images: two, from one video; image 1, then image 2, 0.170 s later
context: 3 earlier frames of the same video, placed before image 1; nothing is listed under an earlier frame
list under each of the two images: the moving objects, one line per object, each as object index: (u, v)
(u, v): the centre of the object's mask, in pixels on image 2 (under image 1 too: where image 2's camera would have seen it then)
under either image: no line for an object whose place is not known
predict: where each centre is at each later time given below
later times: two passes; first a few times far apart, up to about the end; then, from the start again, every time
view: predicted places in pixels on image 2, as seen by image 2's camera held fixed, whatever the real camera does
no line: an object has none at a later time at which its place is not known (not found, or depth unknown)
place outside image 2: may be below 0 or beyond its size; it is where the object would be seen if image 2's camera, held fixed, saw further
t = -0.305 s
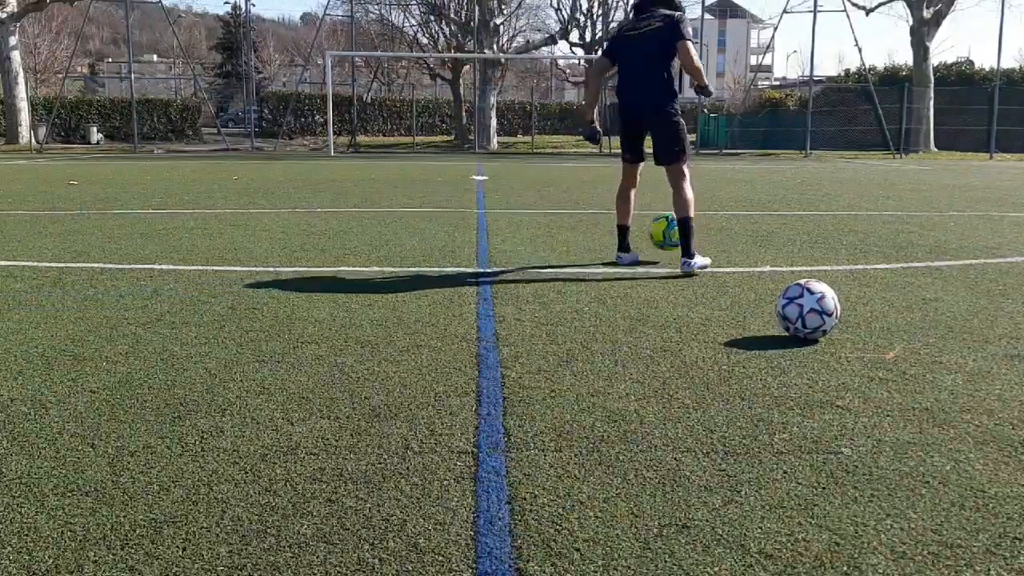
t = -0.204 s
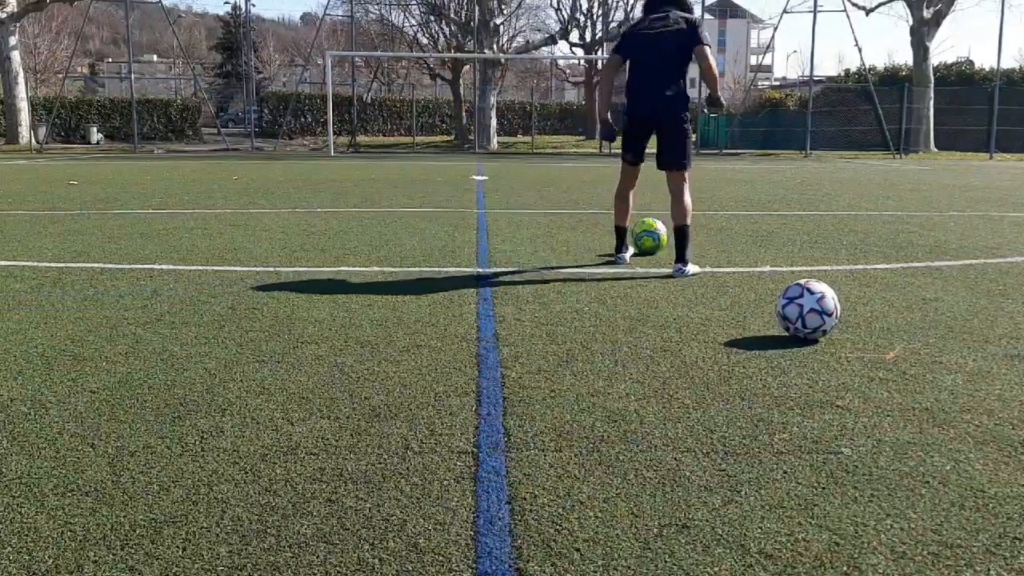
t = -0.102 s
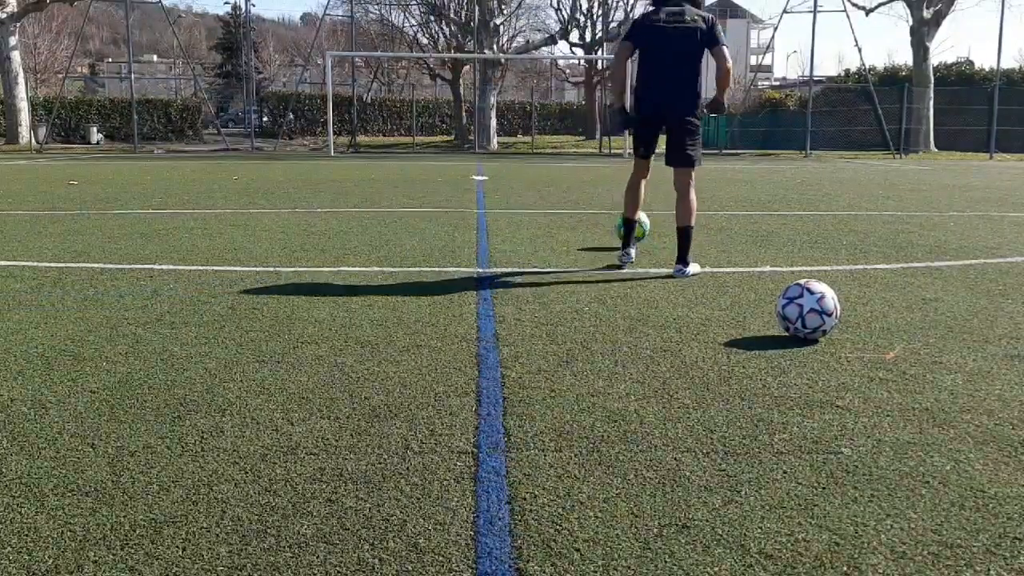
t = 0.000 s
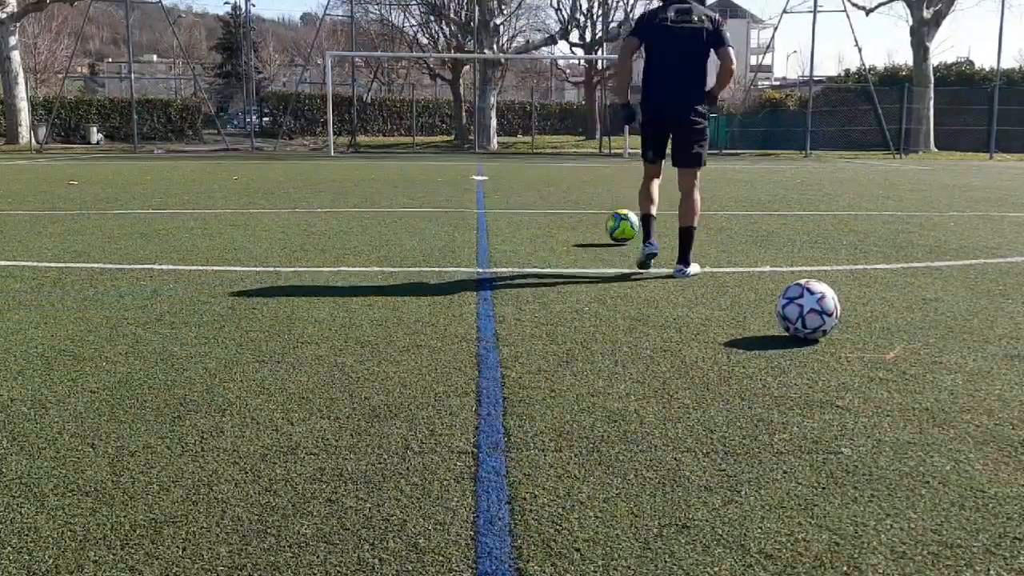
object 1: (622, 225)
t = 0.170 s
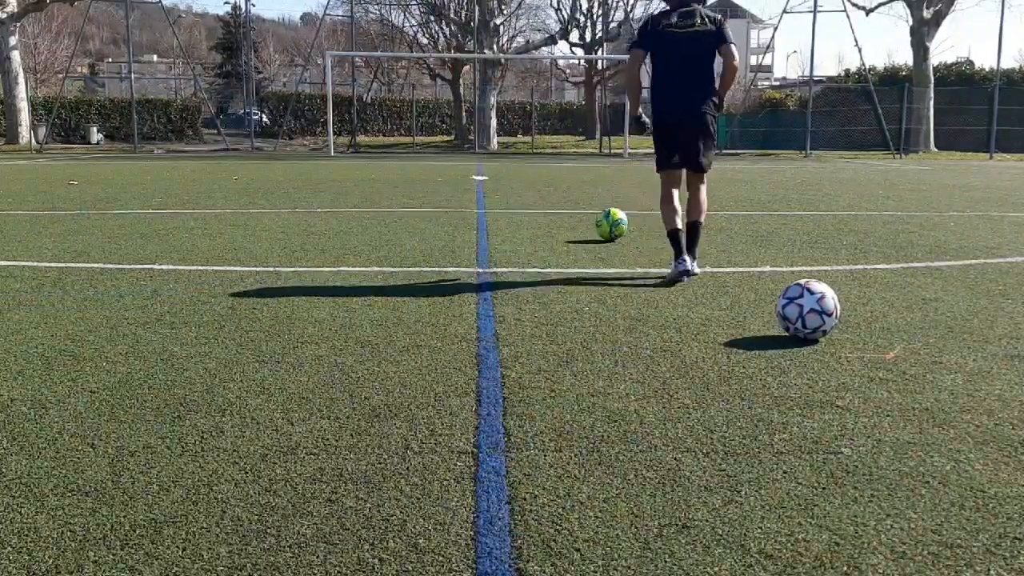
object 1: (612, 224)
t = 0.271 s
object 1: (607, 223)
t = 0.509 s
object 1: (596, 220)
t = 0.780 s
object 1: (585, 217)
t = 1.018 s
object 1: (578, 215)
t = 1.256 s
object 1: (573, 213)
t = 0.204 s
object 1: (610, 224)
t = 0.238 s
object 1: (608, 223)
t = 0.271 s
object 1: (607, 223)
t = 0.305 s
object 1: (605, 223)
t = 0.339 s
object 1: (604, 222)
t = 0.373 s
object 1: (602, 222)
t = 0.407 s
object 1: (601, 221)
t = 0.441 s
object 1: (600, 221)
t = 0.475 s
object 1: (598, 221)
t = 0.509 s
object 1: (596, 220)
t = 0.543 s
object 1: (595, 219)
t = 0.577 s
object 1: (594, 219)
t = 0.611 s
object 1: (592, 219)
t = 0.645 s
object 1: (590, 218)
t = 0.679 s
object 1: (589, 218)
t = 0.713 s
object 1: (588, 218)
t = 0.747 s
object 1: (586, 217)
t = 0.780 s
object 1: (585, 217)
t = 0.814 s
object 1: (584, 216)
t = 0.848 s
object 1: (583, 216)
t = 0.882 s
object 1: (582, 216)
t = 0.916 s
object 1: (581, 216)
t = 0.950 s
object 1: (580, 215)
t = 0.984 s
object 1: (579, 215)
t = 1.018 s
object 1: (578, 215)
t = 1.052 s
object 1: (577, 214)
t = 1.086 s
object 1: (576, 214)
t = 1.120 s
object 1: (576, 214)
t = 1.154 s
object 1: (575, 213)
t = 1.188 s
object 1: (574, 213)
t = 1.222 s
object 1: (574, 213)
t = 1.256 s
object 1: (573, 213)
